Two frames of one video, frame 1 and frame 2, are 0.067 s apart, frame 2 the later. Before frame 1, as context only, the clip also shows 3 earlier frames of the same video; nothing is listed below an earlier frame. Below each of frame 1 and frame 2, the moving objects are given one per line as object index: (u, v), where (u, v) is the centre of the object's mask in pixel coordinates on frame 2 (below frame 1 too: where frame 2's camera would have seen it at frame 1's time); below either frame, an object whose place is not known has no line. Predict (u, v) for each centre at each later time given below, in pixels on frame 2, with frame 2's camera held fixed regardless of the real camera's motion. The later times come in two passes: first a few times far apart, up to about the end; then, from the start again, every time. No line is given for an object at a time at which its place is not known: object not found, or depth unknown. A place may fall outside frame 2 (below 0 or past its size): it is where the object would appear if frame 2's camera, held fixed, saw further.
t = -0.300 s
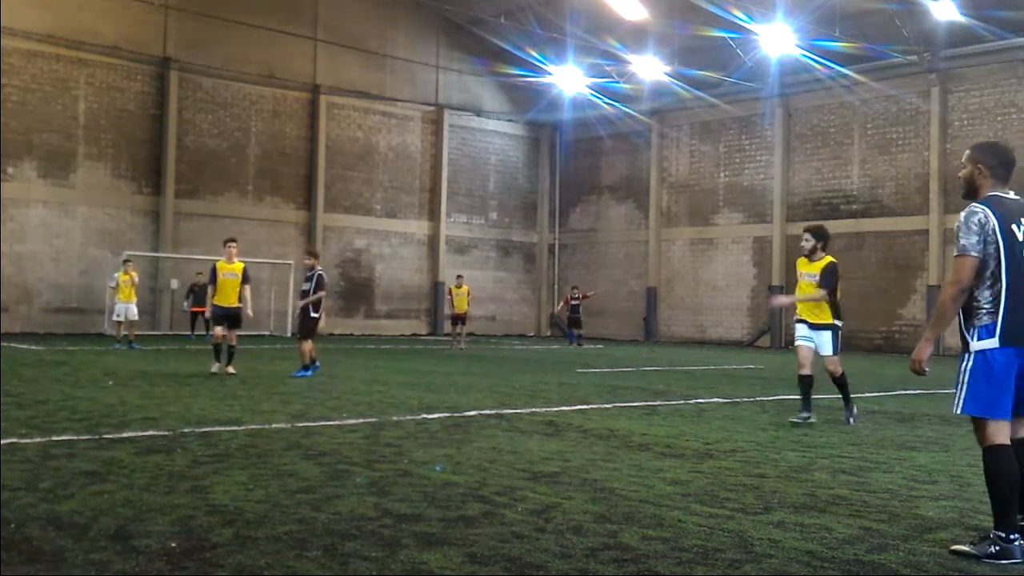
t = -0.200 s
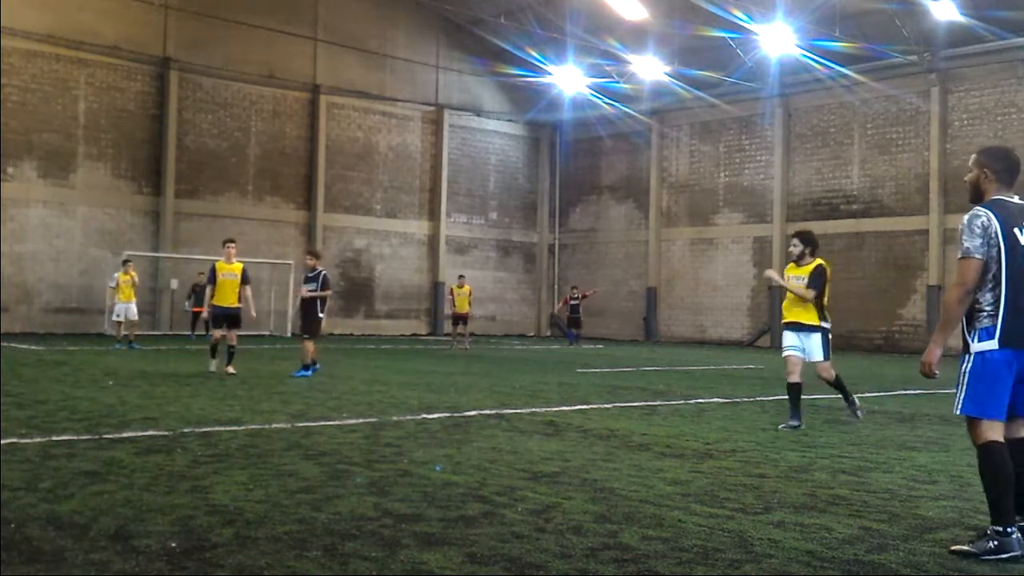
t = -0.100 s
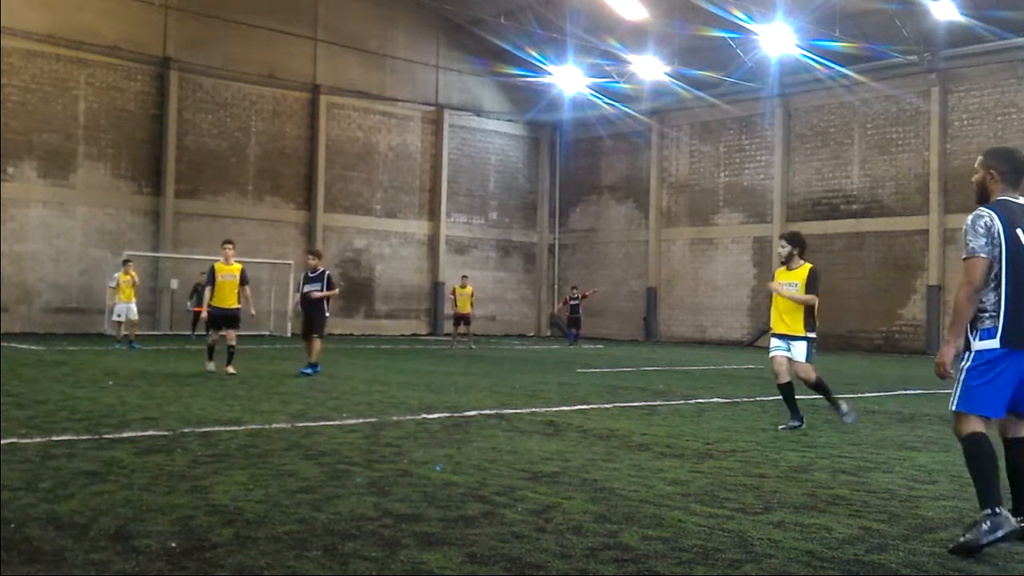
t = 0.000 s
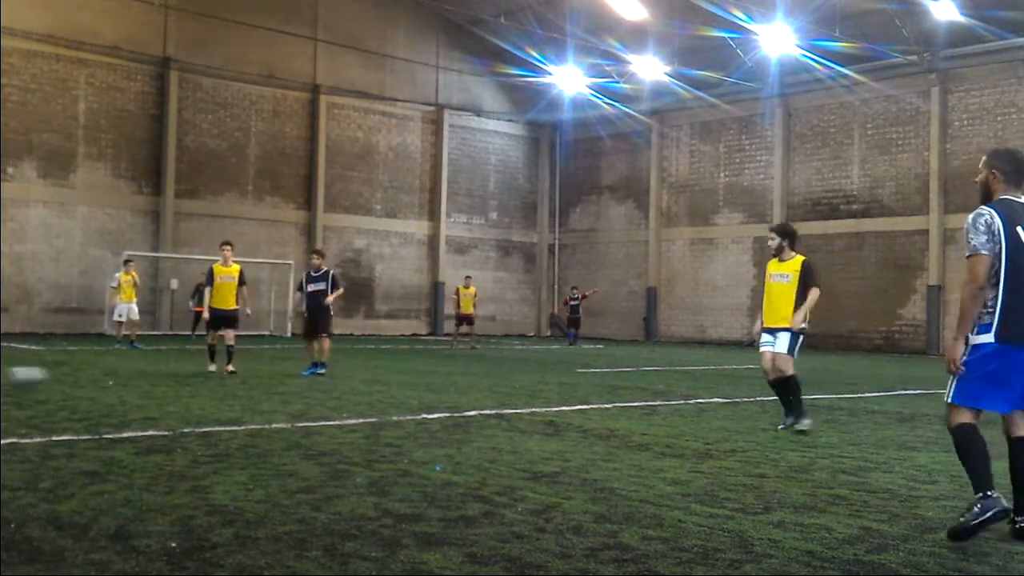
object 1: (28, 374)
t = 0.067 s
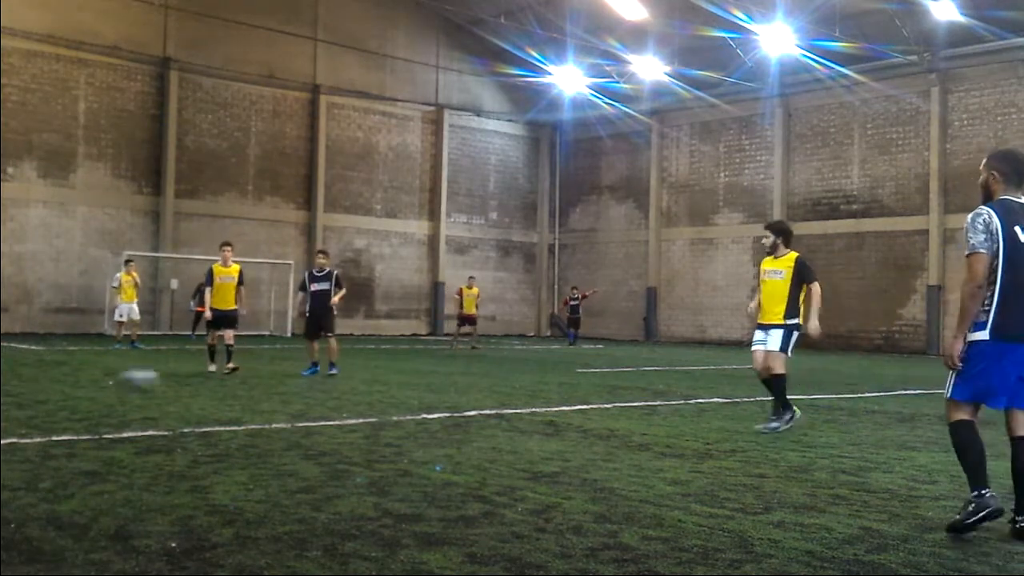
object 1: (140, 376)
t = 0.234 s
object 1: (348, 369)
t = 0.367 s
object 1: (470, 367)
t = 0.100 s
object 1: (189, 380)
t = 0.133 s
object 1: (239, 381)
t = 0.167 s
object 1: (277, 376)
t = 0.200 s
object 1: (316, 370)
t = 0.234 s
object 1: (348, 369)
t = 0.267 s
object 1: (381, 367)
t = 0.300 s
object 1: (412, 366)
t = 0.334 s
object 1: (442, 367)
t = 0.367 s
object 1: (470, 367)
